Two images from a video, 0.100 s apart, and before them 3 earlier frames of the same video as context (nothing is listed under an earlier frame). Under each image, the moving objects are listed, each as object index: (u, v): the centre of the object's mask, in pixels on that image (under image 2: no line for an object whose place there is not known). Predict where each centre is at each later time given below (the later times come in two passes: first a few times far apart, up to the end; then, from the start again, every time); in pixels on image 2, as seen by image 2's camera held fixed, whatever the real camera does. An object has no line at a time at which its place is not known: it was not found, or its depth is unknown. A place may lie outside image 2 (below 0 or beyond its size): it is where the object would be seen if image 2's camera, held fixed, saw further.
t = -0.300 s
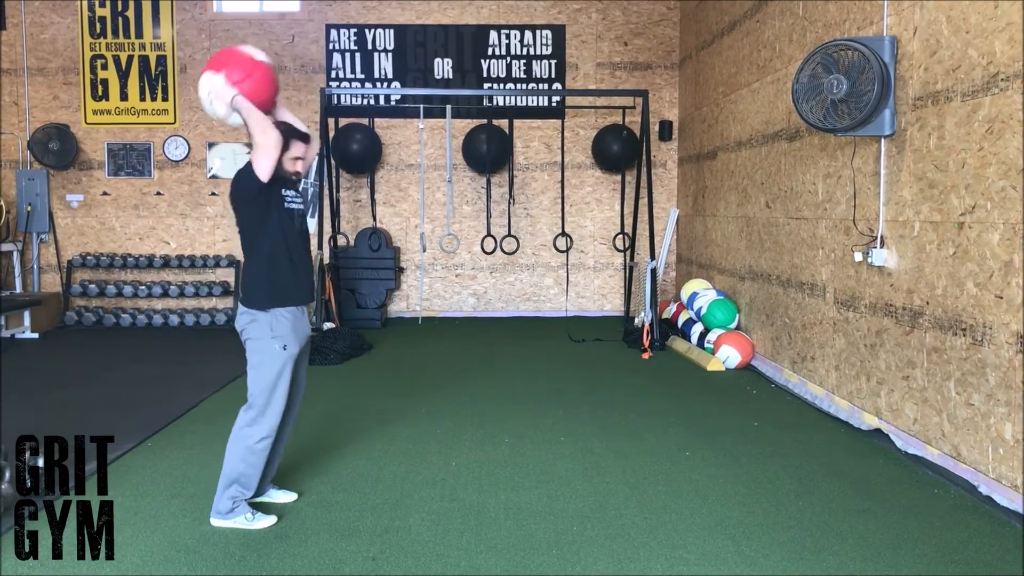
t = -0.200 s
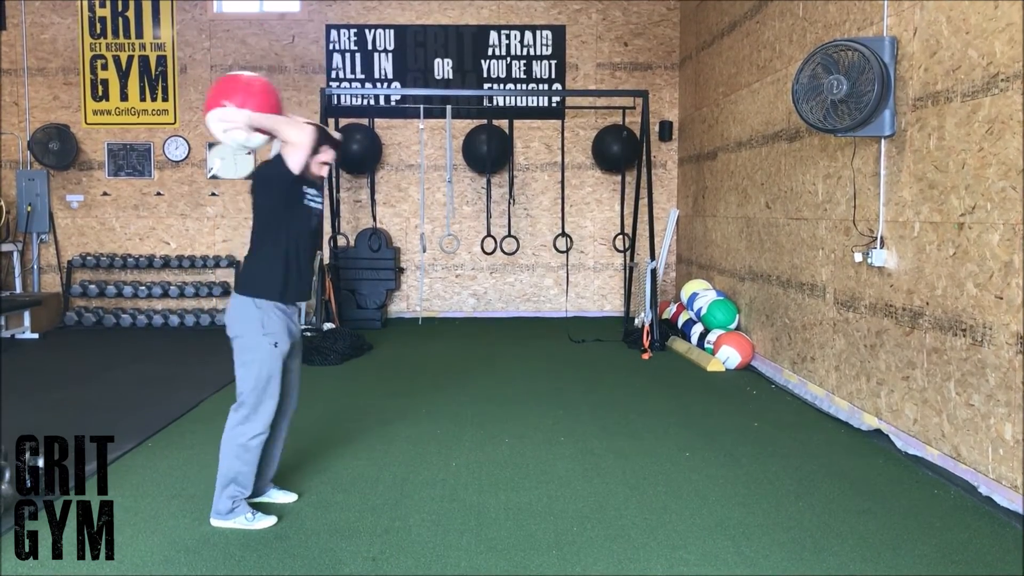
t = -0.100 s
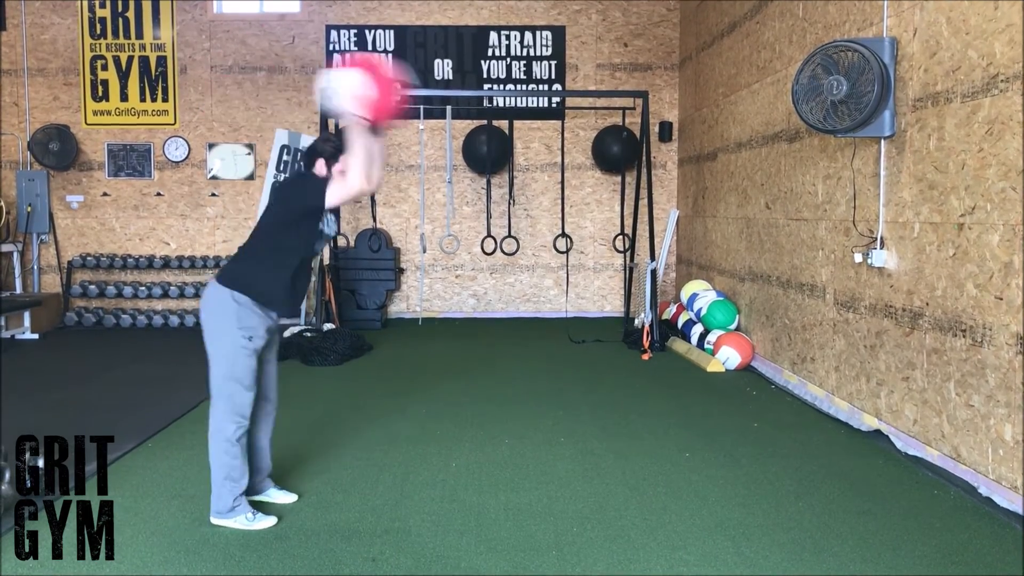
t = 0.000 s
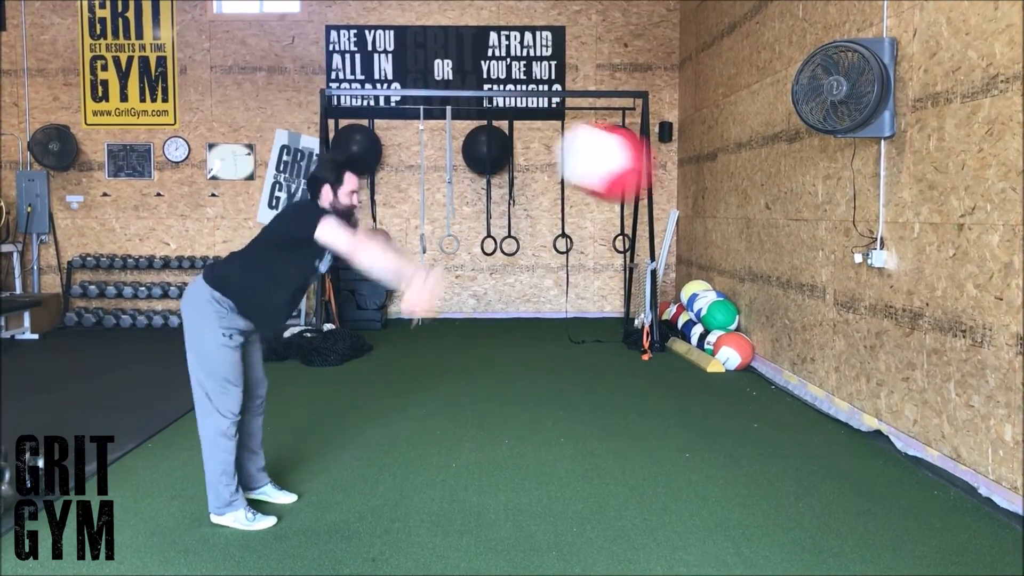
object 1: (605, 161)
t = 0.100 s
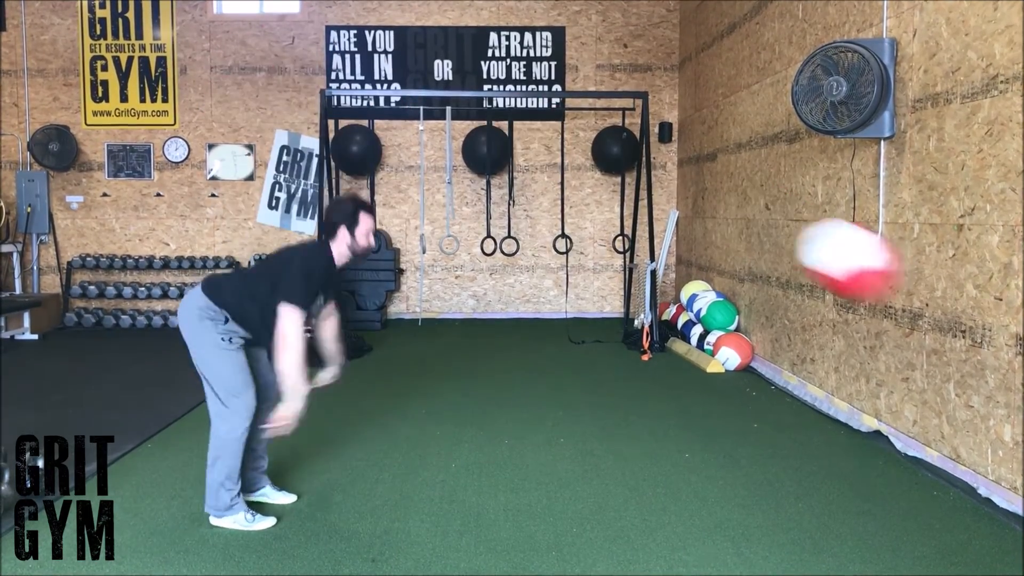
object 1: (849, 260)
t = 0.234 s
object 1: (897, 354)
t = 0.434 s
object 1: (658, 481)
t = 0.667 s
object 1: (487, 400)
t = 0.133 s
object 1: (927, 296)
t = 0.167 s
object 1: (976, 328)
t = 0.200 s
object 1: (935, 341)
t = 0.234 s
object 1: (897, 354)
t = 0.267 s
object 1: (858, 369)
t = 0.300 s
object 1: (817, 387)
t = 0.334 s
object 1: (776, 407)
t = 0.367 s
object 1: (736, 429)
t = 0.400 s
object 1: (697, 454)
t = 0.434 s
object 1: (658, 481)
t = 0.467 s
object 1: (629, 479)
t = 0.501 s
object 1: (604, 461)
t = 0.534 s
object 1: (581, 446)
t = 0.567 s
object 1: (558, 431)
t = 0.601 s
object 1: (535, 418)
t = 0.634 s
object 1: (511, 408)
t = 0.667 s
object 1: (487, 400)
